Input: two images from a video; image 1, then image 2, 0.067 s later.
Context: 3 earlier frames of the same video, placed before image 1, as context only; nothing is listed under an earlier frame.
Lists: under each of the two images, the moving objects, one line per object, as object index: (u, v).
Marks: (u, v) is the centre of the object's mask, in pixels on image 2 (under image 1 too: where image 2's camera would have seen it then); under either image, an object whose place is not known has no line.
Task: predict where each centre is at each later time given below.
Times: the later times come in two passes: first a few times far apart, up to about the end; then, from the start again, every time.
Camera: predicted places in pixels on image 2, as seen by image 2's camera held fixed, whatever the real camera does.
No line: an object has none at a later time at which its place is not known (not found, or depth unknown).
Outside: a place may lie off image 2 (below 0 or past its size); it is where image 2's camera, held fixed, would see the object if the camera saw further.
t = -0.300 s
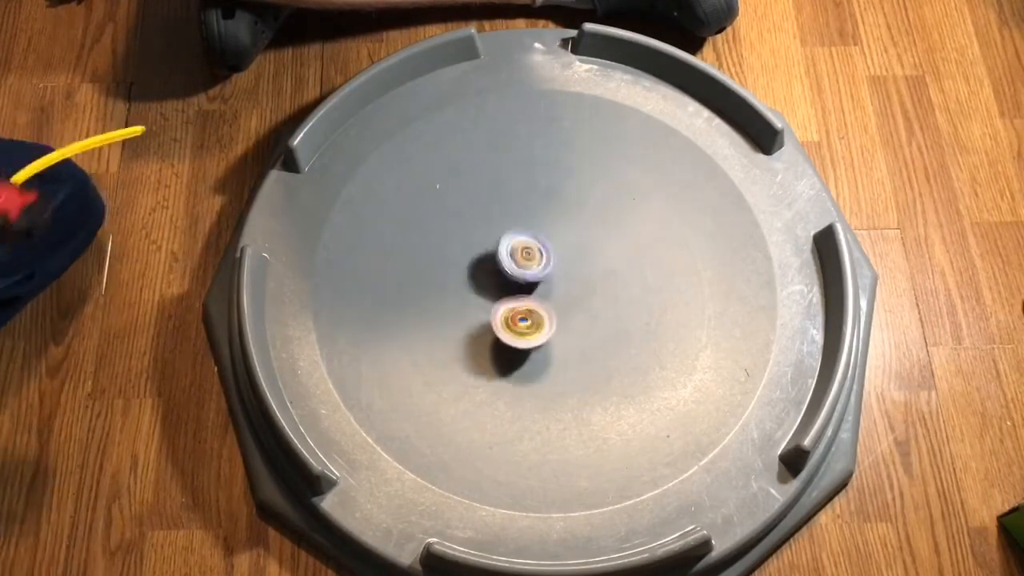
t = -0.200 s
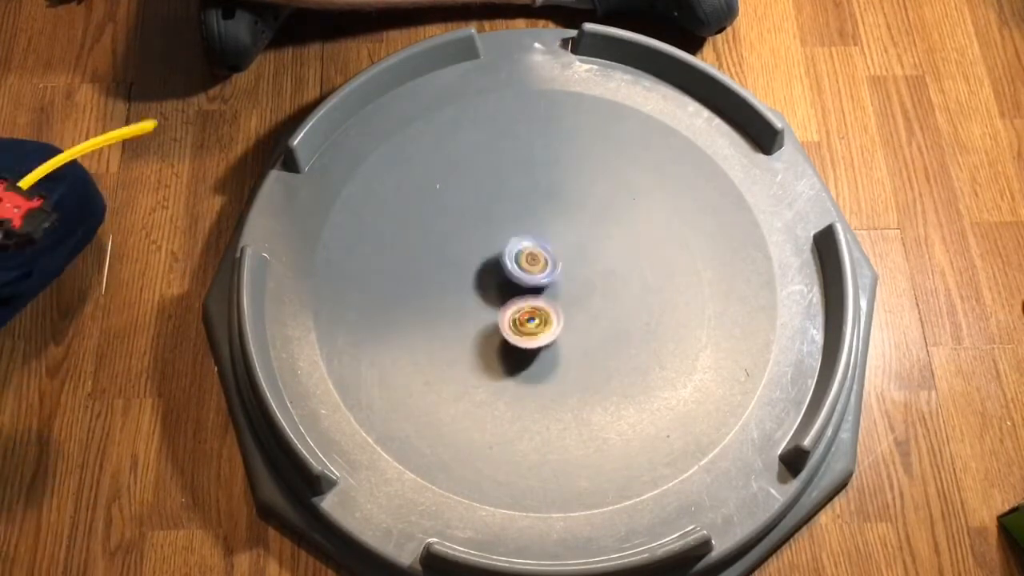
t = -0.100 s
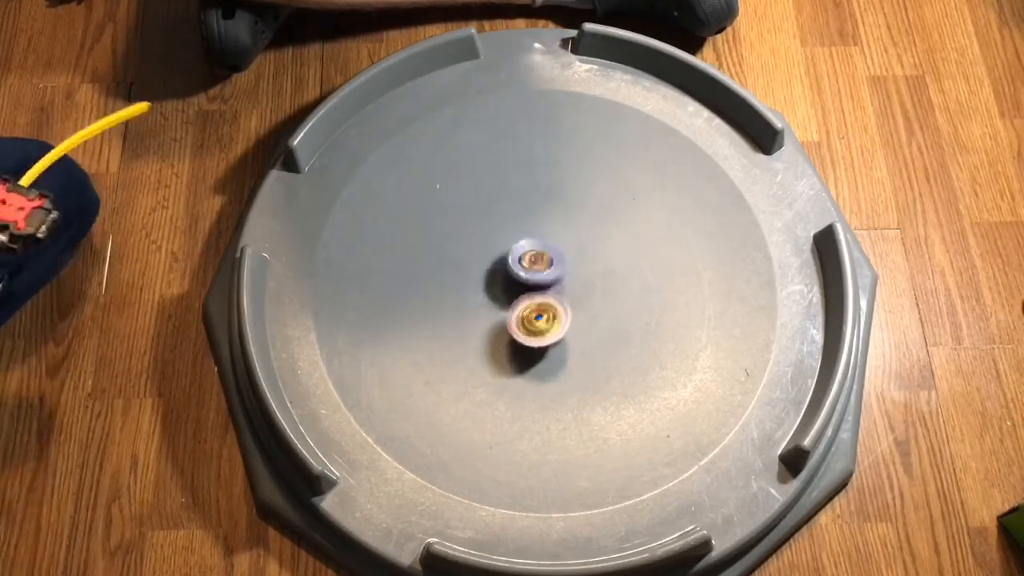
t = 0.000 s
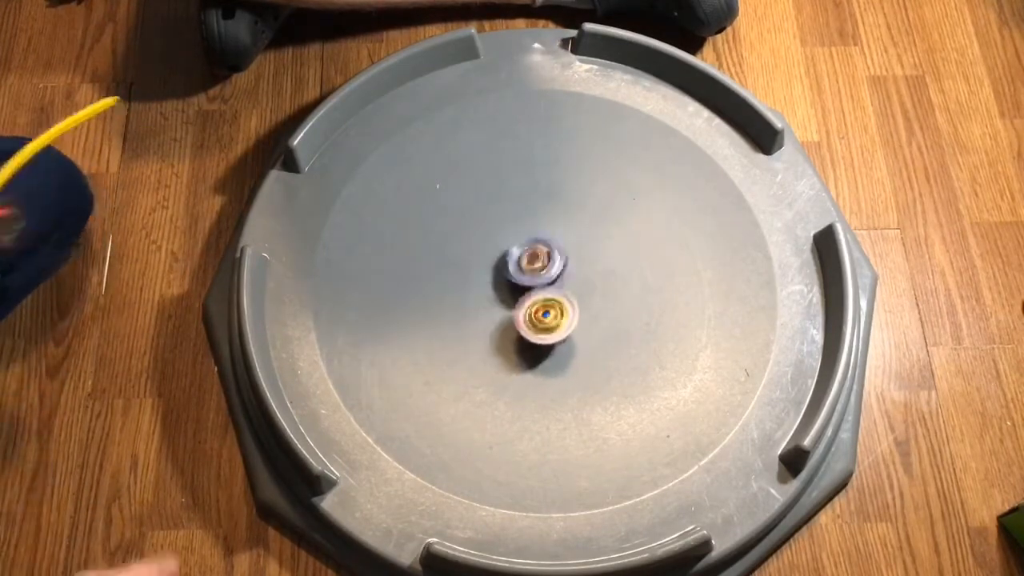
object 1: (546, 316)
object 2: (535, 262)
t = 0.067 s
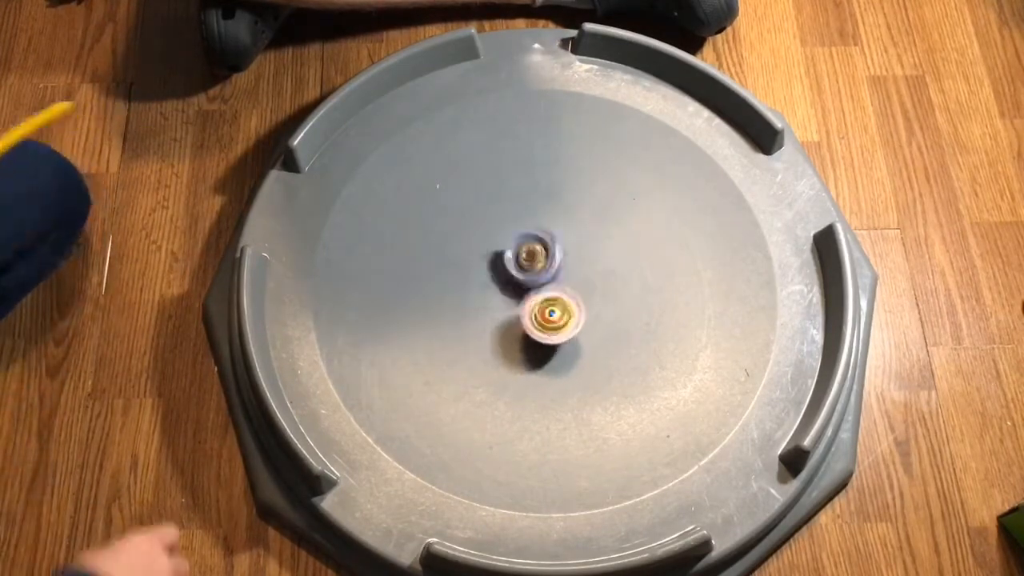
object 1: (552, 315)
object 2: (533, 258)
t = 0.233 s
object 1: (559, 313)
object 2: (522, 240)
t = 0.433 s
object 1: (553, 305)
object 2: (508, 241)
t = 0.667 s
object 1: (558, 305)
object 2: (494, 258)
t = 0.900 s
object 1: (565, 304)
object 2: (498, 274)
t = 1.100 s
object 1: (617, 300)
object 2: (478, 261)
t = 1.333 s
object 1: (634, 294)
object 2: (471, 253)
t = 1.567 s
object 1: (627, 301)
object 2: (484, 253)
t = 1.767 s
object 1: (621, 305)
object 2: (502, 254)
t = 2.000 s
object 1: (618, 312)
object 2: (524, 252)
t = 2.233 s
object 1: (614, 314)
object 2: (549, 254)
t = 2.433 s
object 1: (606, 318)
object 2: (557, 269)
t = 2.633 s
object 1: (604, 322)
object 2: (551, 280)
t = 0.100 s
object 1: (556, 316)
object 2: (530, 253)
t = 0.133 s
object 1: (558, 316)
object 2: (529, 247)
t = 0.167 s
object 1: (559, 315)
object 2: (528, 245)
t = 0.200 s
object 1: (559, 314)
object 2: (524, 241)
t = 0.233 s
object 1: (559, 313)
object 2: (522, 240)
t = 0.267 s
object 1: (560, 312)
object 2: (518, 238)
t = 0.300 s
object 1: (559, 310)
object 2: (517, 239)
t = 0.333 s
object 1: (558, 308)
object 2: (512, 238)
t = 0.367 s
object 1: (557, 307)
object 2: (511, 238)
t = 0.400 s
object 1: (555, 306)
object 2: (510, 241)
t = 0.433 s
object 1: (553, 305)
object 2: (508, 241)
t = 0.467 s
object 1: (551, 303)
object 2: (507, 244)
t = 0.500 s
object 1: (549, 302)
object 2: (506, 247)
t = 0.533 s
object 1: (546, 301)
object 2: (505, 249)
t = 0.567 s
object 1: (543, 300)
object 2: (506, 253)
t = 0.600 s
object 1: (544, 300)
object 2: (504, 255)
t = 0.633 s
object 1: (552, 302)
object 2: (501, 257)
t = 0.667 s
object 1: (558, 305)
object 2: (494, 258)
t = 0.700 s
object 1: (561, 306)
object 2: (492, 260)
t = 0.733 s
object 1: (562, 305)
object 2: (491, 262)
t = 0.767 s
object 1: (563, 305)
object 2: (490, 264)
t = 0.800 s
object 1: (563, 305)
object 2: (491, 268)
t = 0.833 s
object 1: (564, 304)
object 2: (493, 270)
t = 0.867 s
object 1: (564, 304)
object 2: (493, 272)
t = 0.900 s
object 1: (565, 304)
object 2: (498, 274)
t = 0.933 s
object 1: (565, 303)
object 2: (503, 273)
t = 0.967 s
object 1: (564, 301)
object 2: (505, 274)
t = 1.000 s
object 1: (572, 300)
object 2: (505, 272)
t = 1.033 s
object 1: (588, 301)
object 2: (497, 268)
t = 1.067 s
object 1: (604, 300)
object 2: (485, 263)
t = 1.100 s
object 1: (617, 300)
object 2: (478, 261)
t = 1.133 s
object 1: (627, 299)
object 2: (474, 260)
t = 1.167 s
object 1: (634, 297)
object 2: (474, 260)
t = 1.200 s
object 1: (638, 297)
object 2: (473, 257)
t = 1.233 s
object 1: (640, 295)
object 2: (473, 255)
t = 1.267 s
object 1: (639, 294)
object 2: (472, 253)
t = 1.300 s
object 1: (637, 294)
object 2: (471, 253)
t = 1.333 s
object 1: (634, 294)
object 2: (471, 253)
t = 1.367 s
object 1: (633, 297)
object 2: (474, 253)
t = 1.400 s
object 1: (632, 298)
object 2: (476, 252)
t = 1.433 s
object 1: (631, 299)
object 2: (477, 250)
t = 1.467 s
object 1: (631, 300)
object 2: (480, 251)
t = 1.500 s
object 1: (630, 300)
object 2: (481, 252)
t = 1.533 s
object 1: (629, 301)
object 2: (483, 253)
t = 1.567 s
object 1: (627, 301)
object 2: (484, 253)
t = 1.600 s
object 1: (625, 301)
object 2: (485, 253)
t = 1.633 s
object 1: (624, 302)
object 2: (487, 253)
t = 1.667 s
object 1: (621, 302)
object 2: (490, 255)
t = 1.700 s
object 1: (622, 303)
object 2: (494, 256)
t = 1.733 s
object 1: (621, 304)
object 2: (499, 256)
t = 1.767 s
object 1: (621, 305)
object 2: (502, 254)
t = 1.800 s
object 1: (619, 306)
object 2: (504, 253)
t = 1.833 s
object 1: (618, 307)
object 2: (508, 253)
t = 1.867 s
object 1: (618, 308)
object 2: (511, 252)
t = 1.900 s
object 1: (617, 309)
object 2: (512, 251)
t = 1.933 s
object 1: (618, 310)
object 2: (516, 252)
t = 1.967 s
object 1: (618, 311)
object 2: (520, 252)
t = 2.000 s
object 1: (618, 312)
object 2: (524, 252)
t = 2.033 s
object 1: (618, 312)
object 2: (528, 251)
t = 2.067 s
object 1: (617, 313)
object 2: (533, 250)
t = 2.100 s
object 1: (617, 313)
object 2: (537, 250)
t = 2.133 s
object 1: (615, 314)
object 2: (541, 251)
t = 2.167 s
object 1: (615, 314)
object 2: (543, 252)
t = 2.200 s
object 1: (615, 314)
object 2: (546, 253)
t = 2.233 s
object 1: (614, 314)
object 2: (549, 254)
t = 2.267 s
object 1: (613, 314)
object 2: (550, 257)
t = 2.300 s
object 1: (611, 315)
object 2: (551, 259)
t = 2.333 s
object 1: (610, 315)
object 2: (552, 261)
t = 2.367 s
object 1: (608, 316)
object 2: (554, 263)
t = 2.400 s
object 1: (607, 317)
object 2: (555, 266)
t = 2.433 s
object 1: (606, 318)
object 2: (557, 269)
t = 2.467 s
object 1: (606, 320)
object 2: (558, 272)
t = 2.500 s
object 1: (607, 320)
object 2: (557, 274)
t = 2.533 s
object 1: (606, 321)
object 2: (556, 276)
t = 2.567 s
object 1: (606, 320)
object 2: (554, 278)
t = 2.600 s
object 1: (605, 321)
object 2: (553, 280)
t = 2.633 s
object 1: (604, 322)
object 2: (551, 280)
